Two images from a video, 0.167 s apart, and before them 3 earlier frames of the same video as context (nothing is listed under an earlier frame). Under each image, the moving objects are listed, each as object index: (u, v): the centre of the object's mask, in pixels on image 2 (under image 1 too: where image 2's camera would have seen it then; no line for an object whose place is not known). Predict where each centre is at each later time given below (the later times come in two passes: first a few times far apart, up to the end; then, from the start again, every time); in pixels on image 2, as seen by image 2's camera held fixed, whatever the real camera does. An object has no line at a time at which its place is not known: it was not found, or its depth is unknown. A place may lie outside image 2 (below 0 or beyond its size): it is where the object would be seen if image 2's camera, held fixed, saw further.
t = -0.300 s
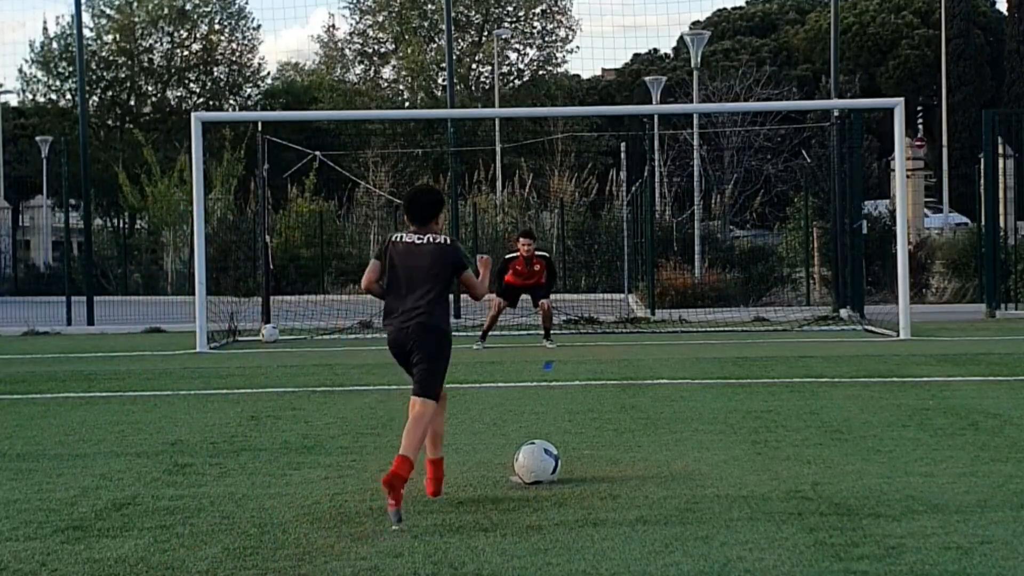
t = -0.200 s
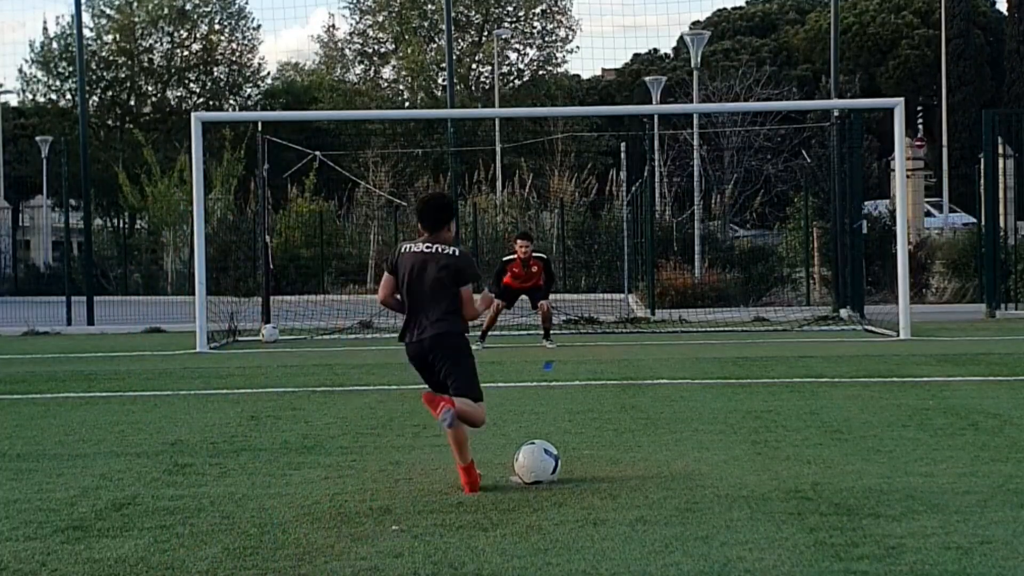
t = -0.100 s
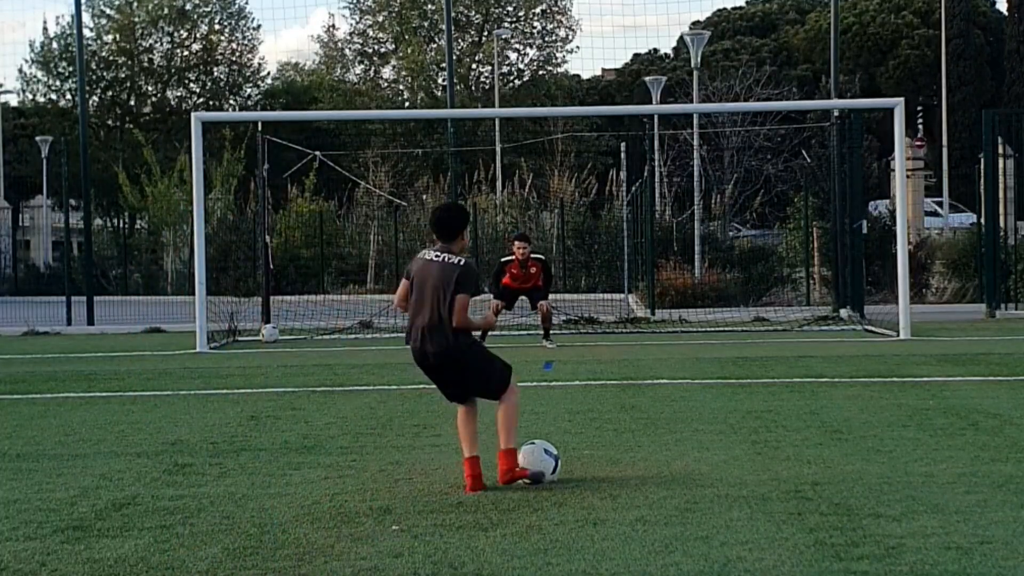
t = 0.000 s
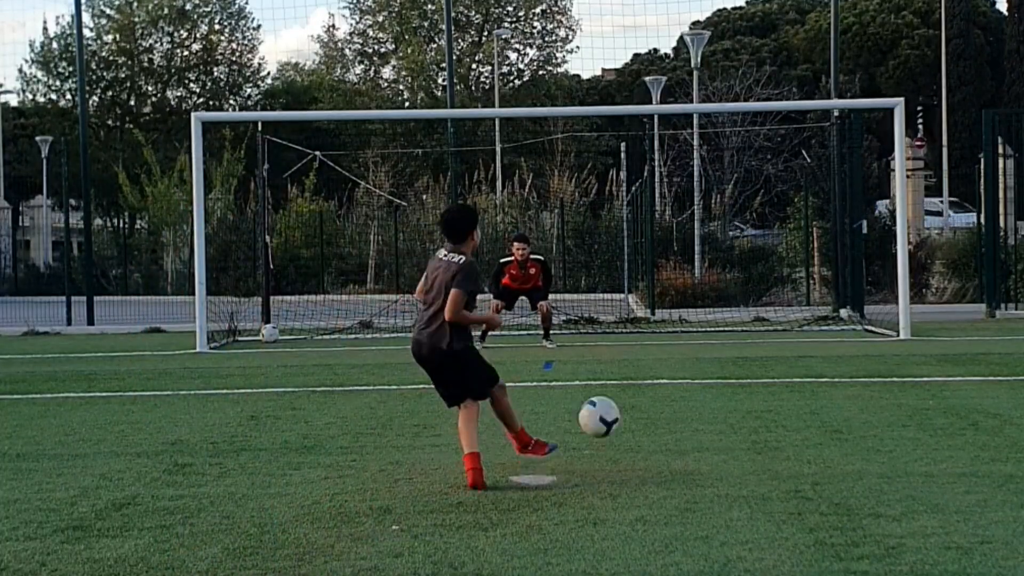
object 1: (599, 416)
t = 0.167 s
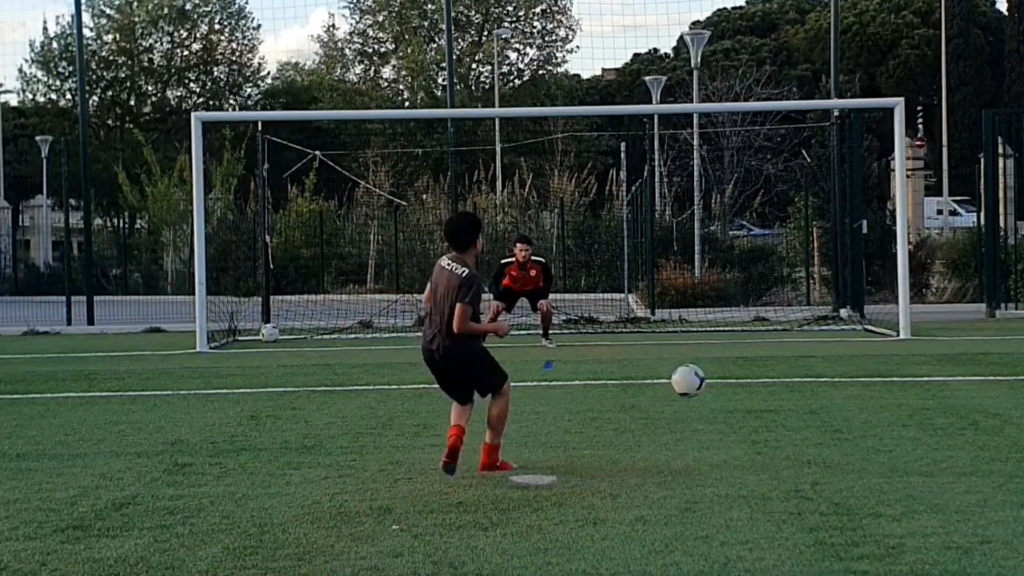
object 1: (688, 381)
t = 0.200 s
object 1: (701, 380)
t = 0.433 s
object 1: (762, 350)
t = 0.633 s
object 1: (791, 342)
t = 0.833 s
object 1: (810, 332)
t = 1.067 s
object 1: (825, 325)
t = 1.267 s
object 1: (835, 316)
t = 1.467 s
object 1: (835, 286)
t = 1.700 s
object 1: (833, 300)
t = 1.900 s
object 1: (833, 320)
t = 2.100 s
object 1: (840, 315)
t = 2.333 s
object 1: (848, 322)
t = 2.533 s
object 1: (854, 330)
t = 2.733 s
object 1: (859, 331)
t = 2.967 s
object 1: (865, 332)
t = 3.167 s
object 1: (872, 333)
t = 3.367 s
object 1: (877, 334)
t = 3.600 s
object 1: (882, 334)
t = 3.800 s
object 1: (886, 335)
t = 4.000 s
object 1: (889, 335)
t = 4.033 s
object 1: (890, 334)
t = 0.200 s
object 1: (701, 380)
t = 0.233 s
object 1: (714, 381)
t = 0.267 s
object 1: (725, 381)
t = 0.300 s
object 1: (733, 371)
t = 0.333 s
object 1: (741, 364)
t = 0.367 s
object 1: (748, 357)
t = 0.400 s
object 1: (755, 353)
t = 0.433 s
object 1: (762, 350)
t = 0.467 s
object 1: (768, 349)
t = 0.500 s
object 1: (774, 349)
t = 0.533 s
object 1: (780, 351)
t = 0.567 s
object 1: (785, 351)
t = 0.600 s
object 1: (788, 346)
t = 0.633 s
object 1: (791, 342)
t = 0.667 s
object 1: (796, 339)
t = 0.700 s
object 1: (799, 337)
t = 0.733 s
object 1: (802, 337)
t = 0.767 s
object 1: (805, 339)
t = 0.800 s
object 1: (808, 336)
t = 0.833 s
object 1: (810, 332)
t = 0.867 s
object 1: (813, 330)
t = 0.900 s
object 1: (814, 328)
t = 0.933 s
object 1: (817, 327)
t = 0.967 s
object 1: (820, 328)
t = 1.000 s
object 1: (821, 329)
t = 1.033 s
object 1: (823, 327)
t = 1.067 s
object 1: (825, 325)
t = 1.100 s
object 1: (827, 325)
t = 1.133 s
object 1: (828, 325)
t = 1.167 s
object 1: (830, 323)
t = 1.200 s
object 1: (831, 321)
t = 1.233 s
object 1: (833, 321)
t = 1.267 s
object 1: (835, 316)
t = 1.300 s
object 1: (837, 306)
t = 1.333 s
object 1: (837, 299)
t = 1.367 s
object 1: (837, 294)
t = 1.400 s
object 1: (836, 290)
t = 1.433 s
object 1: (835, 288)
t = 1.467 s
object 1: (835, 286)
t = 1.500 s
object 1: (835, 286)
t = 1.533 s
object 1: (834, 286)
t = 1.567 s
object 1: (834, 287)
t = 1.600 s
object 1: (833, 289)
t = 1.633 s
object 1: (833, 292)
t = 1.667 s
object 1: (833, 296)
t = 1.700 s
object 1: (833, 300)
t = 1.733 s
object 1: (832, 307)
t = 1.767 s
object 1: (831, 313)
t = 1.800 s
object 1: (832, 322)
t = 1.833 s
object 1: (832, 329)
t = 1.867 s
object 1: (833, 324)
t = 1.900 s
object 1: (833, 320)
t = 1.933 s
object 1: (834, 317)
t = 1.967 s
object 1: (835, 314)
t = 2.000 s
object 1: (837, 314)
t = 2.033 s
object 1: (838, 313)
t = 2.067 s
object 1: (839, 313)
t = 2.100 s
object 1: (840, 315)
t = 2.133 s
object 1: (842, 317)
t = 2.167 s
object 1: (843, 320)
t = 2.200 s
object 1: (844, 326)
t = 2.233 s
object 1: (845, 330)
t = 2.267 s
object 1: (846, 328)
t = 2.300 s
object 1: (847, 325)
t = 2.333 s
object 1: (848, 322)
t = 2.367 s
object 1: (849, 323)
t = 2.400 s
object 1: (850, 324)
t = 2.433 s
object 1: (851, 325)
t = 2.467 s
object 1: (852, 328)
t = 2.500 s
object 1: (853, 331)
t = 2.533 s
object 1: (854, 330)
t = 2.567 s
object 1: (855, 329)
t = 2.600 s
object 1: (855, 328)
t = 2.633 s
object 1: (856, 330)
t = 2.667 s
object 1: (858, 331)
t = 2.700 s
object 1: (858, 331)
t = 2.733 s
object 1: (859, 331)
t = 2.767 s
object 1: (860, 332)
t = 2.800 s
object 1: (861, 332)
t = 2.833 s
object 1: (861, 332)
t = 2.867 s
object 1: (863, 332)
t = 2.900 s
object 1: (864, 331)
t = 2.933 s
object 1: (865, 332)
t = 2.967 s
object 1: (865, 332)
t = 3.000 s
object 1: (867, 332)
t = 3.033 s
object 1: (868, 333)
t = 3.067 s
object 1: (868, 333)
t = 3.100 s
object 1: (869, 333)
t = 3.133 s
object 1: (870, 333)
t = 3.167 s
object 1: (872, 333)
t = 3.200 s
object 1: (872, 333)
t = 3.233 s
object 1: (873, 333)
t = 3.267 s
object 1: (874, 333)
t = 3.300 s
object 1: (875, 334)
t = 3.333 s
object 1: (876, 334)
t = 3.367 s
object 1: (877, 334)
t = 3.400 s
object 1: (878, 334)
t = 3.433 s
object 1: (878, 334)
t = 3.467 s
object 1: (879, 334)
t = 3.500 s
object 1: (880, 334)
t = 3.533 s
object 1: (881, 334)
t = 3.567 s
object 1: (882, 334)
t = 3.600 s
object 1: (882, 334)
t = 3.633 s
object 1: (883, 334)
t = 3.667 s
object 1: (884, 334)
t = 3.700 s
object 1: (884, 334)
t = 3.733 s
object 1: (885, 335)
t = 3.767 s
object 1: (885, 335)
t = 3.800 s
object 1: (886, 335)
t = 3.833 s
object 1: (887, 335)
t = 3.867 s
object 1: (887, 335)
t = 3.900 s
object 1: (888, 335)
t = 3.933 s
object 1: (889, 335)
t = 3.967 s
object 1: (889, 334)
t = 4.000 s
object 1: (889, 335)
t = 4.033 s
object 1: (890, 334)
